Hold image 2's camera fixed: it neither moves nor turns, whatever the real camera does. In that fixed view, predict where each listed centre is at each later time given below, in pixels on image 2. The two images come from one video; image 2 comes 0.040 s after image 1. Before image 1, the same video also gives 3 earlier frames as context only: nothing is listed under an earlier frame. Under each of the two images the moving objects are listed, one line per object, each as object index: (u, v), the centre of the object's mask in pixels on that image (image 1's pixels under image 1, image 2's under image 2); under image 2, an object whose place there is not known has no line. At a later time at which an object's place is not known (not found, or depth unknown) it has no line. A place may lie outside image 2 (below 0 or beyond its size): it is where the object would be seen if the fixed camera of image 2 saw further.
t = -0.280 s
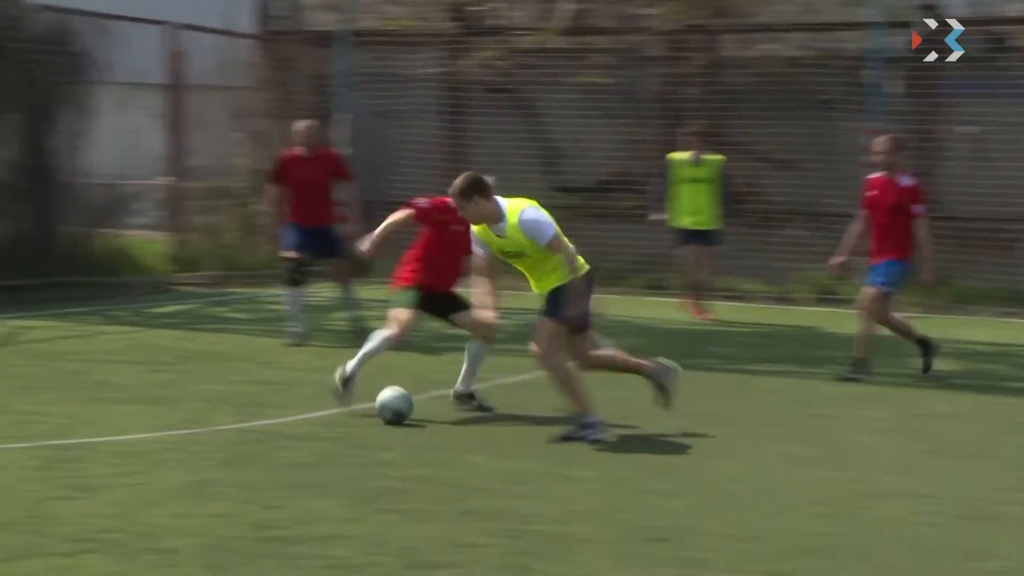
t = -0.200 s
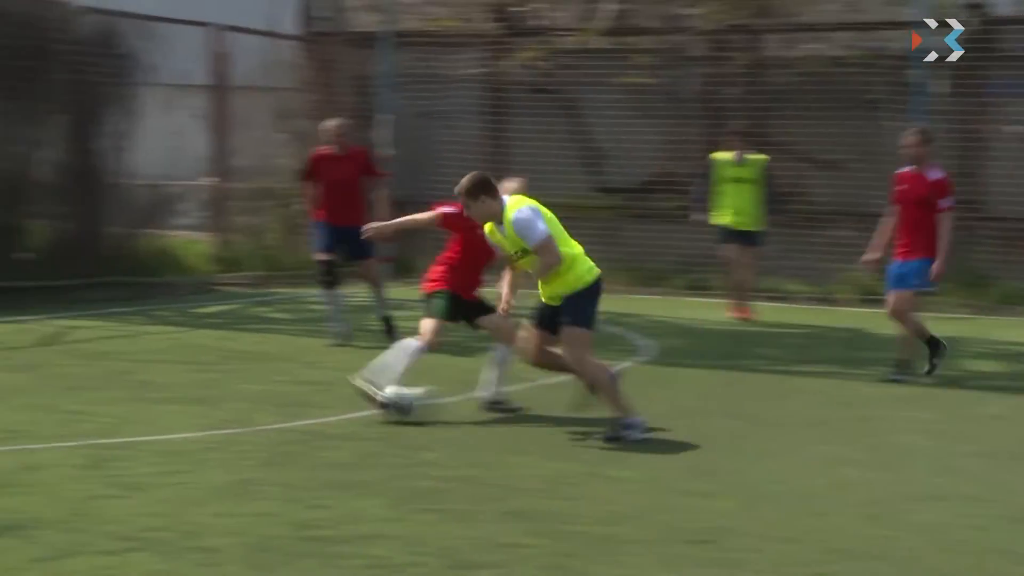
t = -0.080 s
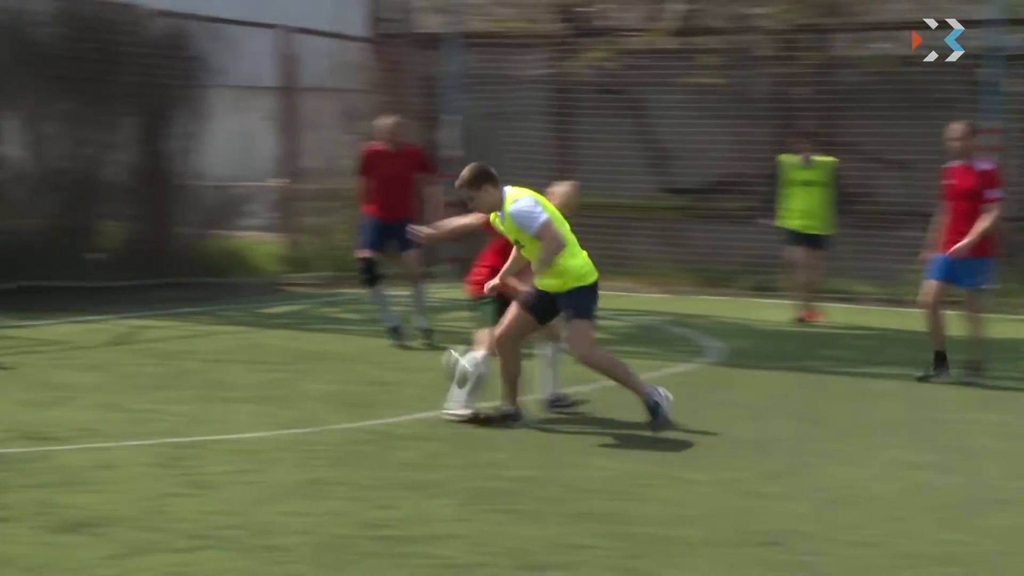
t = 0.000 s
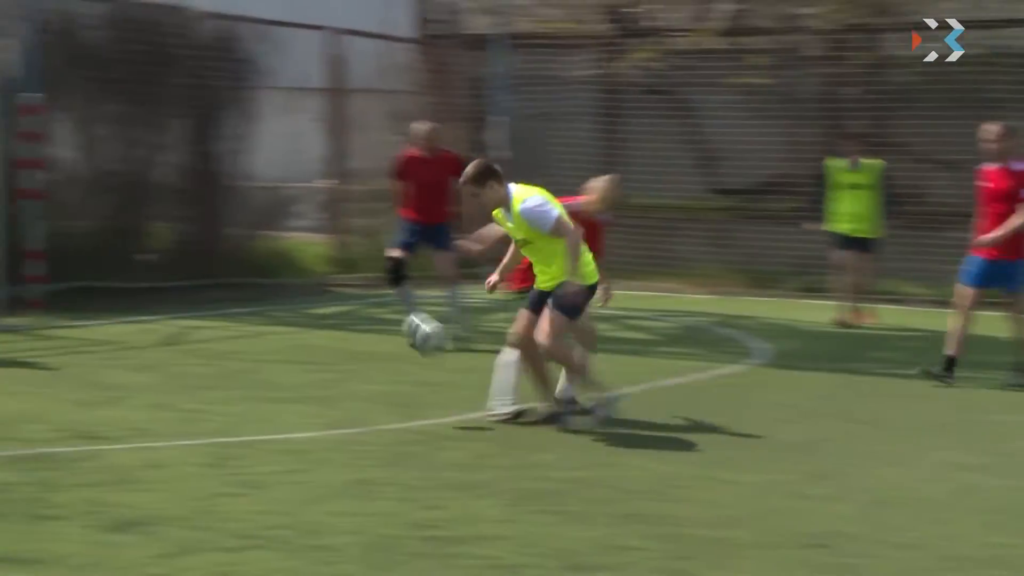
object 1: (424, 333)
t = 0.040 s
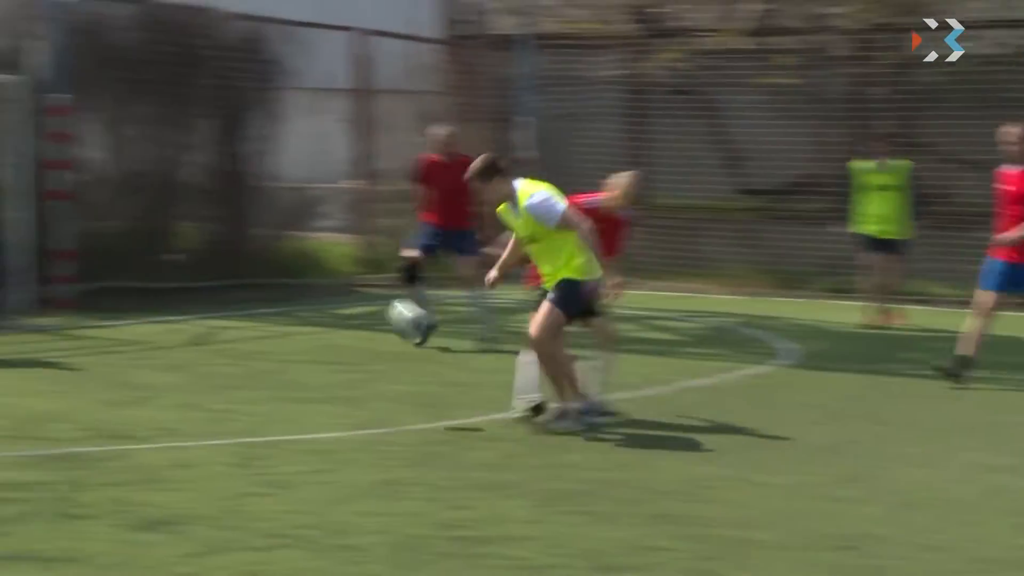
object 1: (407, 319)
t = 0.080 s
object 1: (367, 308)
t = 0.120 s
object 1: (325, 299)
